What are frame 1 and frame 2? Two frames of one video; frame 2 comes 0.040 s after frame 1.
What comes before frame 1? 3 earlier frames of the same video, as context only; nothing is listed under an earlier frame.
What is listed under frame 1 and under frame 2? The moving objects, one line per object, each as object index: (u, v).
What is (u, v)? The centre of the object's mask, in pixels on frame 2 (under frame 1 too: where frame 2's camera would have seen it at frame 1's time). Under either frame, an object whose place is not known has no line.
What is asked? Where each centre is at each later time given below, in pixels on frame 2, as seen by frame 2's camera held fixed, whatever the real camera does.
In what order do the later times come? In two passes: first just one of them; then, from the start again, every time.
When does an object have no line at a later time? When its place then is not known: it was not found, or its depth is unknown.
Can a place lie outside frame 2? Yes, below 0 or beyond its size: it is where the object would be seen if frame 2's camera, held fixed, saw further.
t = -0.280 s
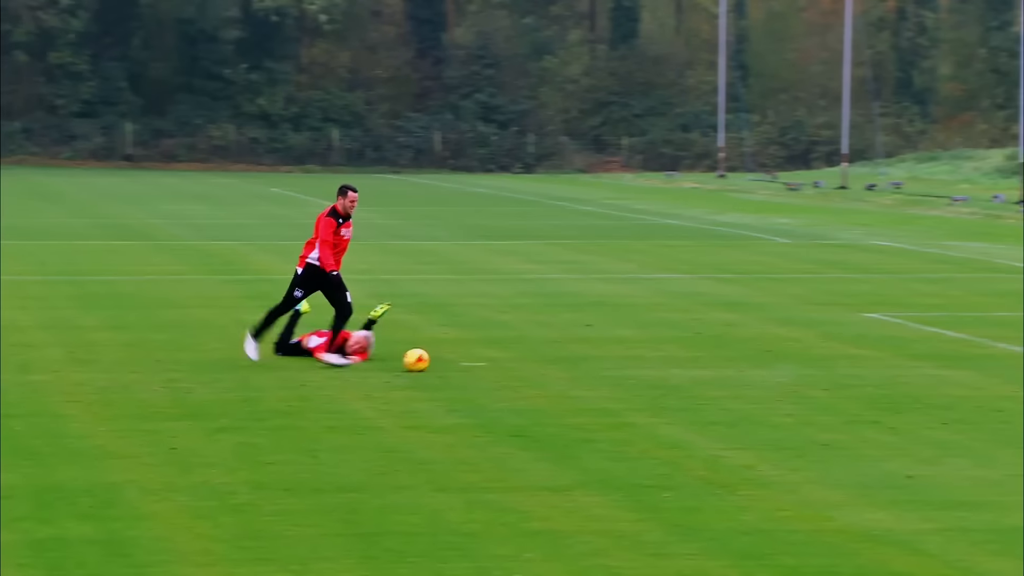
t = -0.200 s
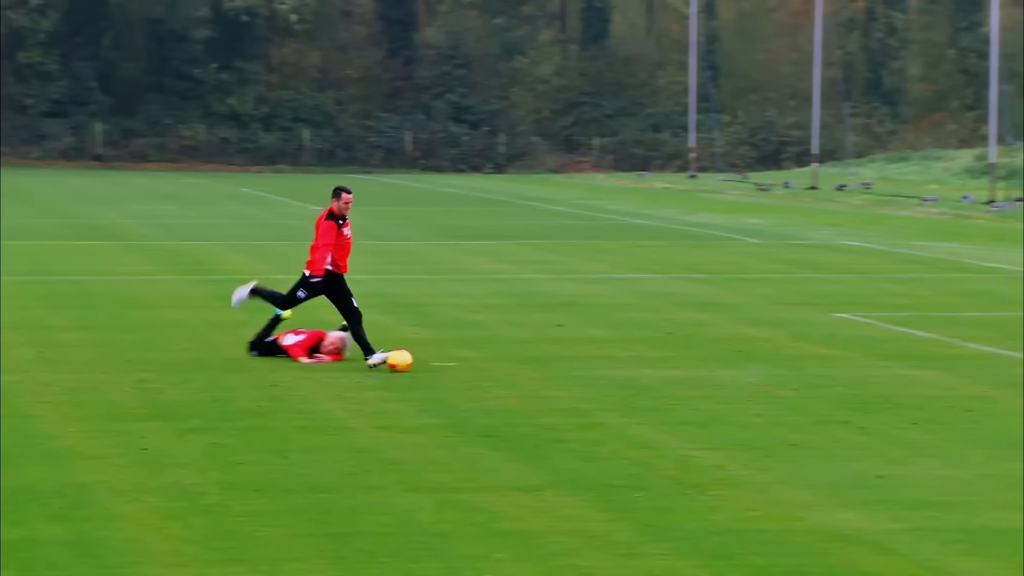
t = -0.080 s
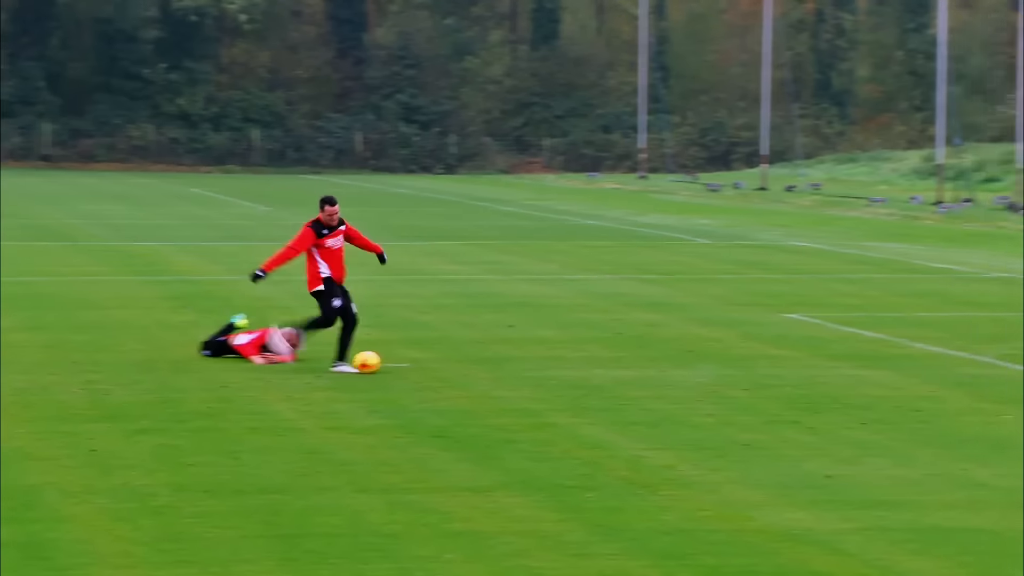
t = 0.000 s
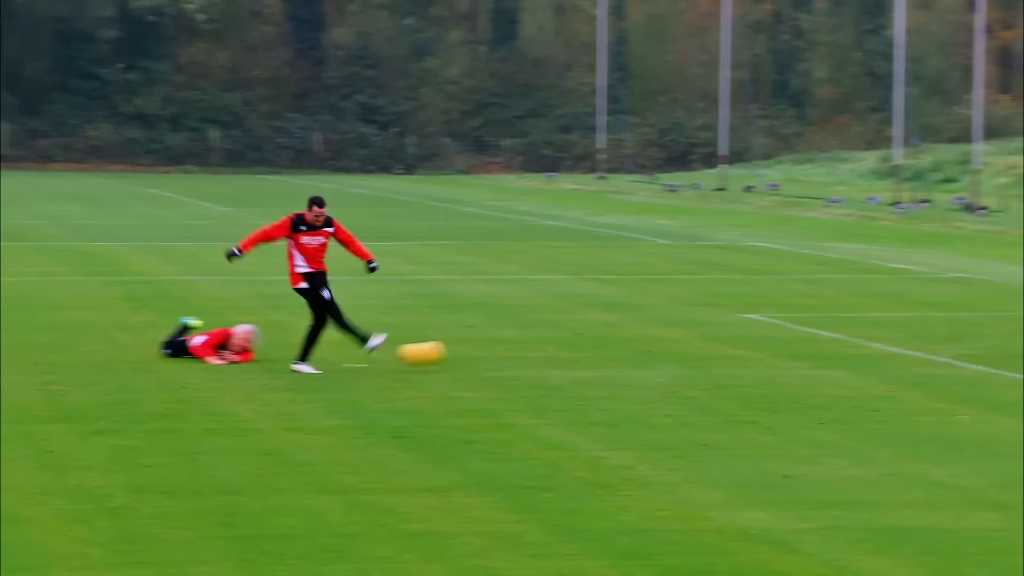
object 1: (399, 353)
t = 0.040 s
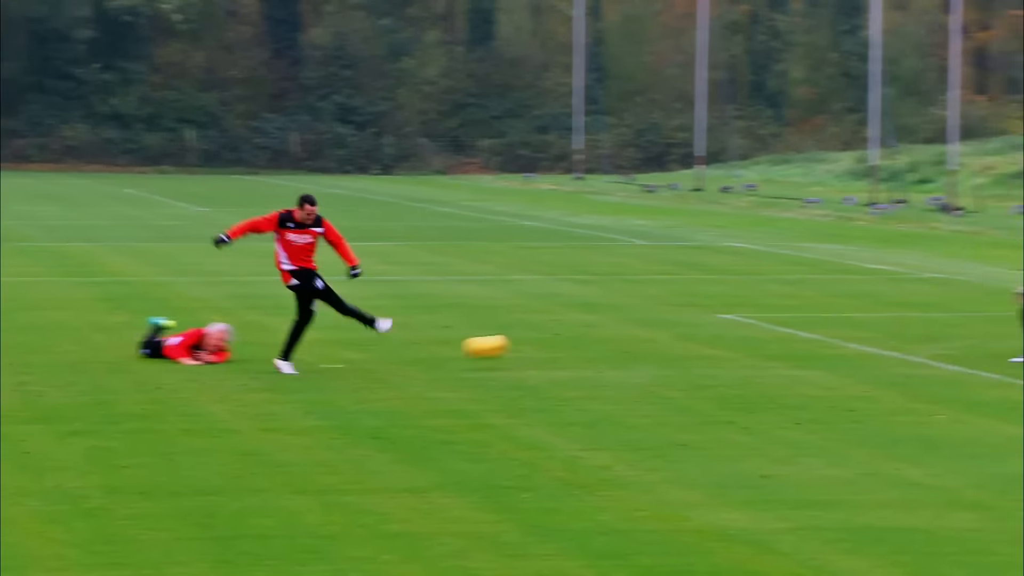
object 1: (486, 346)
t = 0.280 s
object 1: (941, 341)
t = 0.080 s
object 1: (571, 342)
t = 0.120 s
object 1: (651, 341)
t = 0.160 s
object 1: (729, 342)
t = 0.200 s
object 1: (804, 346)
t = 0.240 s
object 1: (875, 346)
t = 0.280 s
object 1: (941, 341)
